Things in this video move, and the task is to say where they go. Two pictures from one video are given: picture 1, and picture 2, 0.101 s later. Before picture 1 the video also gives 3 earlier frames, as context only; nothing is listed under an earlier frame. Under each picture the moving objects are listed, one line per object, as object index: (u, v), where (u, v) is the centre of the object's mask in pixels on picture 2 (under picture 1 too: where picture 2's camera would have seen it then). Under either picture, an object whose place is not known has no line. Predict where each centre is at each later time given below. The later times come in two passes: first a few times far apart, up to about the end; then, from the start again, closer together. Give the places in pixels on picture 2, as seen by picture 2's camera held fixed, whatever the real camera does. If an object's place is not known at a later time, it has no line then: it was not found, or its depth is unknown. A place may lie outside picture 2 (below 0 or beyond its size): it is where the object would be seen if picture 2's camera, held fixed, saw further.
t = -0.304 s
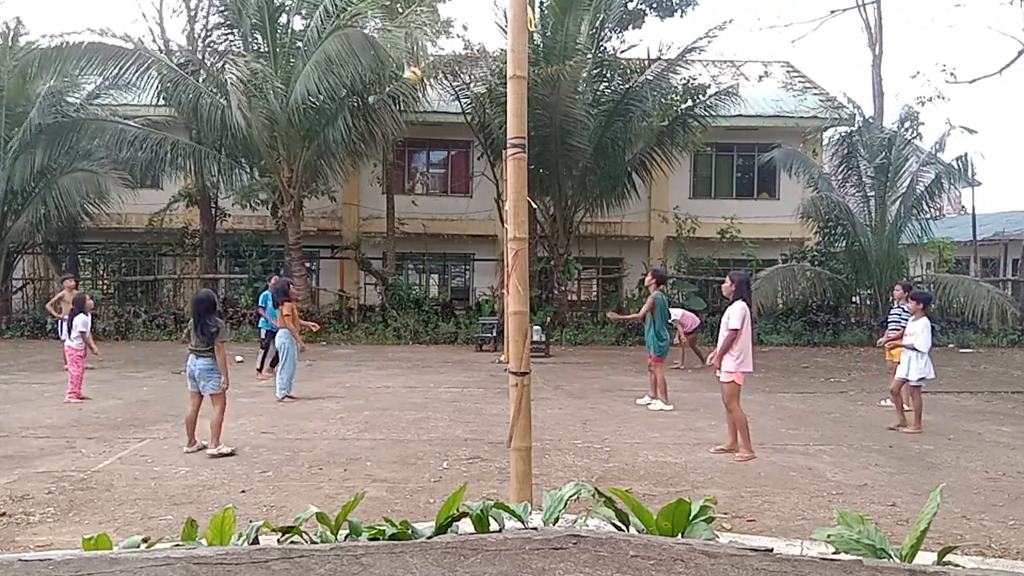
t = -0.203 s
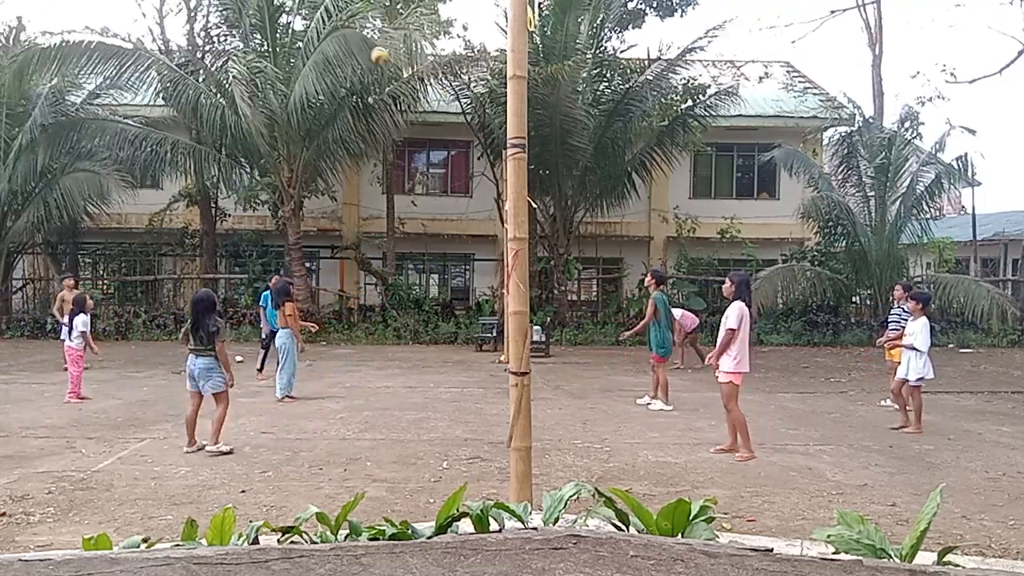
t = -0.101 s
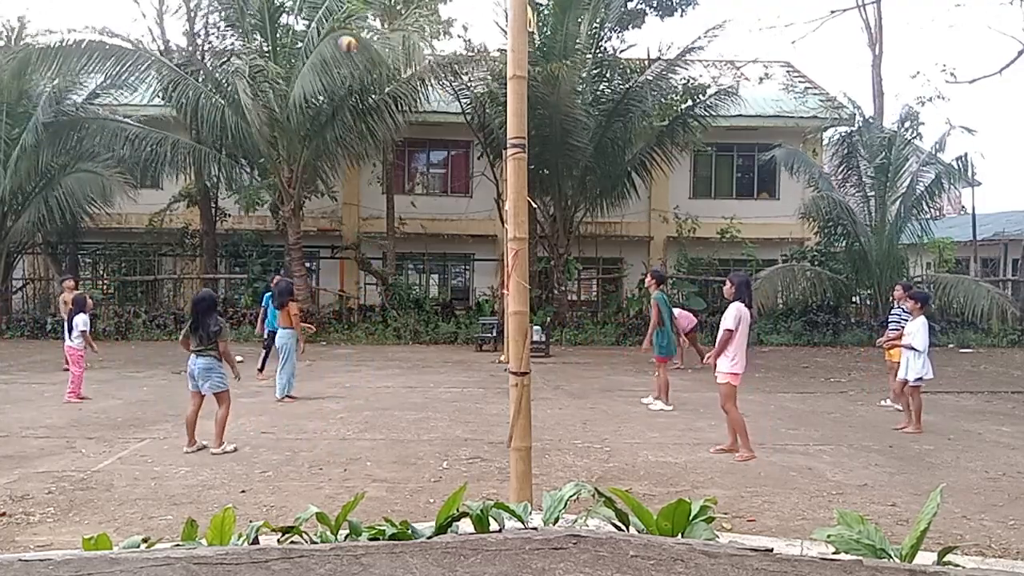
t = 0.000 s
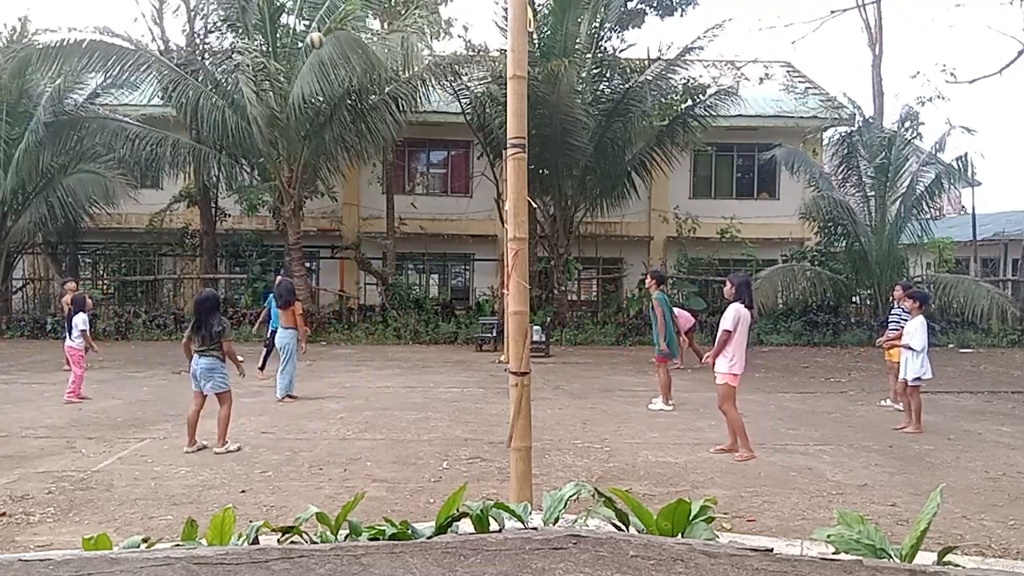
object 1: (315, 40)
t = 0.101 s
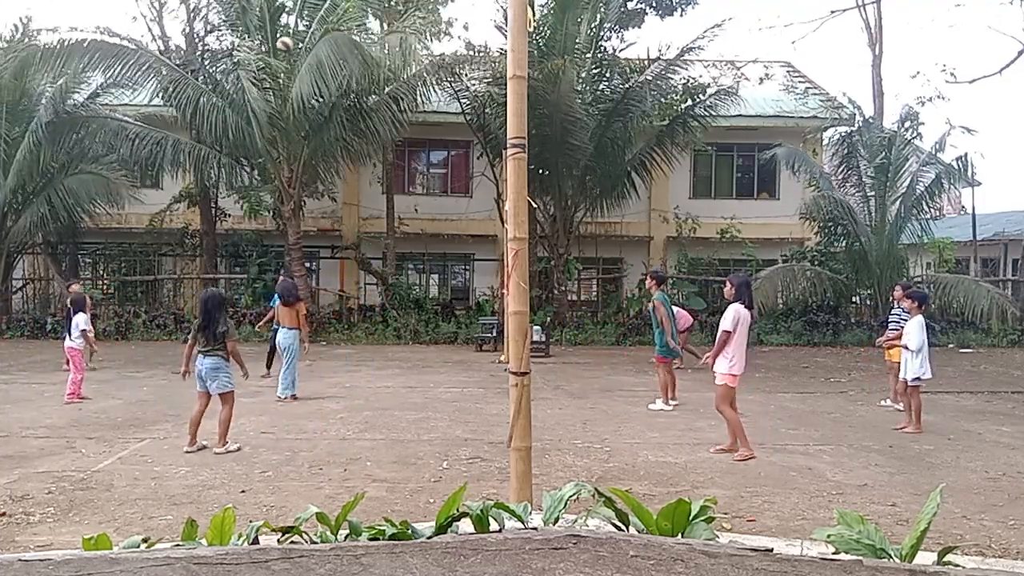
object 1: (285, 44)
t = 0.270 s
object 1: (236, 69)
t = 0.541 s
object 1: (165, 146)
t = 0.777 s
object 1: (114, 252)
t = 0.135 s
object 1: (275, 47)
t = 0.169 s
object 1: (266, 51)
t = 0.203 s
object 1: (256, 56)
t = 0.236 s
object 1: (247, 61)
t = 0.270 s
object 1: (236, 69)
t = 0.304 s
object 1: (226, 74)
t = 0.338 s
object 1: (218, 82)
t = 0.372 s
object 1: (209, 93)
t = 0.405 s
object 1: (199, 101)
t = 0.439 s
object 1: (190, 112)
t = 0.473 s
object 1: (183, 123)
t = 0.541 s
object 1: (165, 146)
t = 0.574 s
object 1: (157, 159)
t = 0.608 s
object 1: (151, 173)
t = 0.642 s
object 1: (143, 187)
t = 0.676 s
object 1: (135, 203)
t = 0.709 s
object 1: (128, 219)
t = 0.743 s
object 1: (121, 236)
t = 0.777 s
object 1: (114, 252)
